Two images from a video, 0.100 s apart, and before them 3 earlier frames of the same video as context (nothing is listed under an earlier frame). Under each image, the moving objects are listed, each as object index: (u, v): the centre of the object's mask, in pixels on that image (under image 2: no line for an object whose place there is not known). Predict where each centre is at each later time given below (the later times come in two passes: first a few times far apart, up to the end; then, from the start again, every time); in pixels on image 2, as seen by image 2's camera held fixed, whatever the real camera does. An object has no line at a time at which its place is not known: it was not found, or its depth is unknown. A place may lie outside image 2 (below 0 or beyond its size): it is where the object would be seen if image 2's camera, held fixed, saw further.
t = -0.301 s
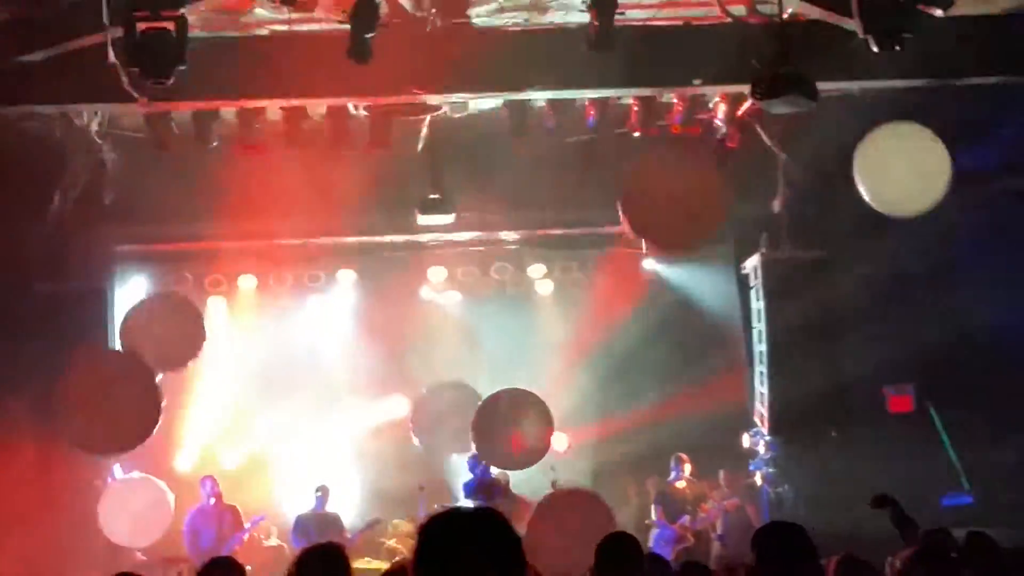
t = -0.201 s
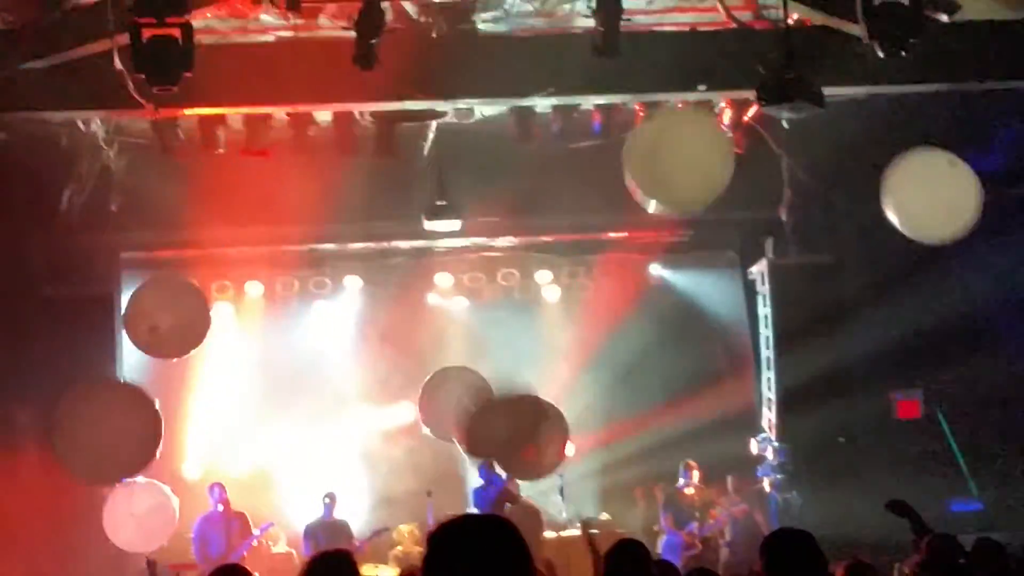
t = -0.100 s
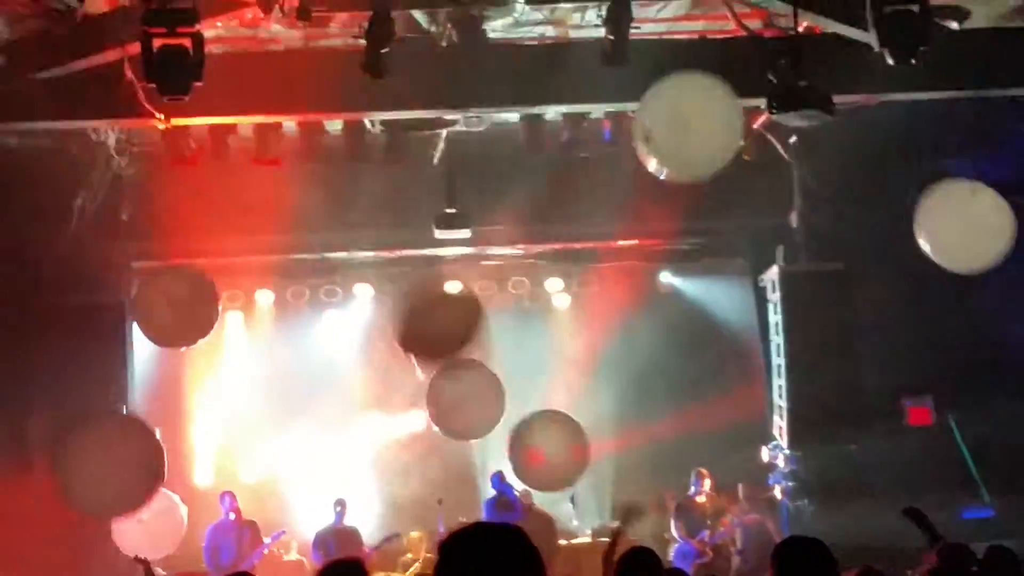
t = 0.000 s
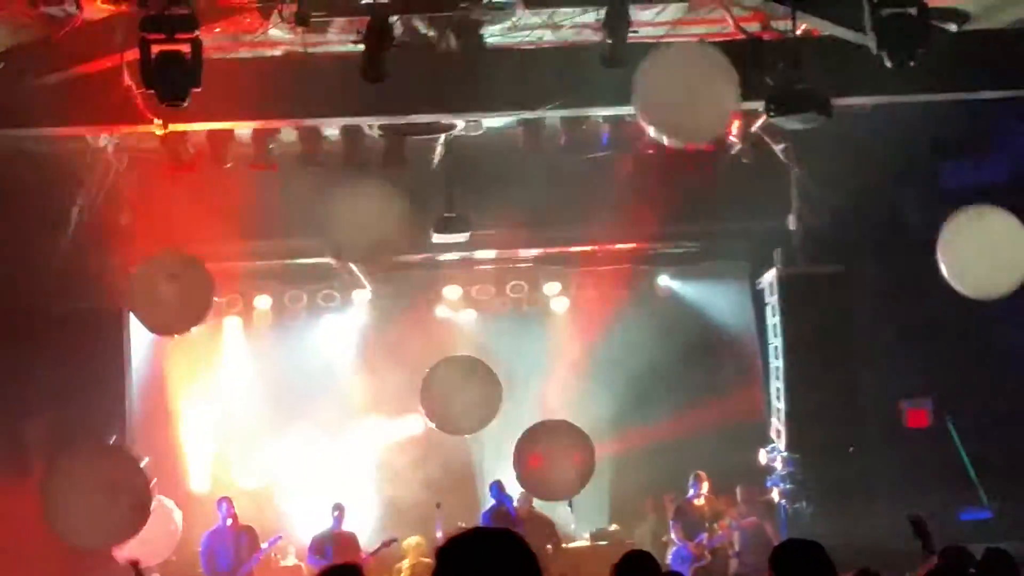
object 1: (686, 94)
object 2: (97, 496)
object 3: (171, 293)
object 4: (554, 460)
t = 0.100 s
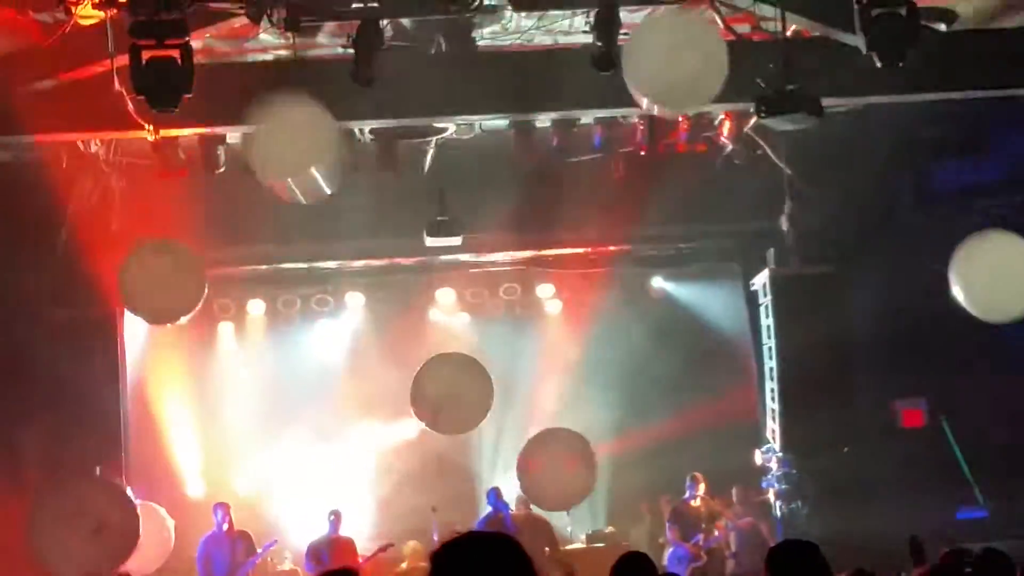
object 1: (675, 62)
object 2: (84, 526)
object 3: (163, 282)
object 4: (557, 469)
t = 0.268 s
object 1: (673, 41)
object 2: (67, 506)
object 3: (158, 257)
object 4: (567, 478)
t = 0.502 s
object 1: (674, 52)
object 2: (60, 456)
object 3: (164, 241)
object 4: (575, 475)
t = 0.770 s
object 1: (686, 91)
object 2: (56, 421)
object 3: (144, 209)
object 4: (582, 479)
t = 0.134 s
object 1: (675, 54)
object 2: (80, 527)
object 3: (161, 277)
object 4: (559, 472)
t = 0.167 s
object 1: (675, 48)
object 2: (75, 525)
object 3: (161, 273)
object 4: (561, 474)
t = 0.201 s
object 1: (675, 44)
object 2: (71, 523)
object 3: (160, 268)
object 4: (563, 476)
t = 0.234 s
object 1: (674, 42)
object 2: (68, 519)
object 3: (158, 263)
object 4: (565, 478)
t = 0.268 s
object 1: (673, 41)
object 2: (67, 506)
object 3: (158, 257)
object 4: (567, 478)
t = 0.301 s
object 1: (673, 40)
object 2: (62, 497)
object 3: (157, 252)
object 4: (569, 477)
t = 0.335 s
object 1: (673, 40)
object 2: (60, 487)
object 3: (156, 250)
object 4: (570, 476)
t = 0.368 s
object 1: (674, 41)
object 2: (60, 483)
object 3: (151, 245)
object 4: (571, 475)
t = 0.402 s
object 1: (674, 44)
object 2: (61, 475)
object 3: (152, 244)
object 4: (573, 475)
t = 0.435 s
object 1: (673, 47)
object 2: (59, 467)
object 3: (153, 240)
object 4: (573, 475)
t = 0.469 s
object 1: (674, 50)
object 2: (59, 463)
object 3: (154, 240)
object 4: (574, 475)
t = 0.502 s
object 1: (674, 52)
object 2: (60, 456)
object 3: (164, 241)
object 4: (575, 475)
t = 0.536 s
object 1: (675, 55)
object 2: (61, 447)
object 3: (170, 231)
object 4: (576, 475)
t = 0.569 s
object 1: (676, 59)
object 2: (57, 442)
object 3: (167, 221)
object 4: (579, 475)
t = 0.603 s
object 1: (677, 63)
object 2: (53, 438)
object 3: (159, 216)
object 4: (579, 475)
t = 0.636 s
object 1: (679, 66)
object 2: (52, 431)
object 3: (152, 215)
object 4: (579, 475)
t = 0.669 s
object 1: (681, 71)
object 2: (51, 426)
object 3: (147, 217)
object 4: (580, 476)
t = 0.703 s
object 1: (682, 77)
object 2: (52, 421)
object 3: (146, 214)
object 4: (580, 477)
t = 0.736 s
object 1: (684, 84)
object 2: (53, 418)
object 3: (145, 212)
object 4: (580, 477)
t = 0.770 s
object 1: (686, 91)
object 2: (56, 421)
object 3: (144, 209)
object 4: (582, 479)
